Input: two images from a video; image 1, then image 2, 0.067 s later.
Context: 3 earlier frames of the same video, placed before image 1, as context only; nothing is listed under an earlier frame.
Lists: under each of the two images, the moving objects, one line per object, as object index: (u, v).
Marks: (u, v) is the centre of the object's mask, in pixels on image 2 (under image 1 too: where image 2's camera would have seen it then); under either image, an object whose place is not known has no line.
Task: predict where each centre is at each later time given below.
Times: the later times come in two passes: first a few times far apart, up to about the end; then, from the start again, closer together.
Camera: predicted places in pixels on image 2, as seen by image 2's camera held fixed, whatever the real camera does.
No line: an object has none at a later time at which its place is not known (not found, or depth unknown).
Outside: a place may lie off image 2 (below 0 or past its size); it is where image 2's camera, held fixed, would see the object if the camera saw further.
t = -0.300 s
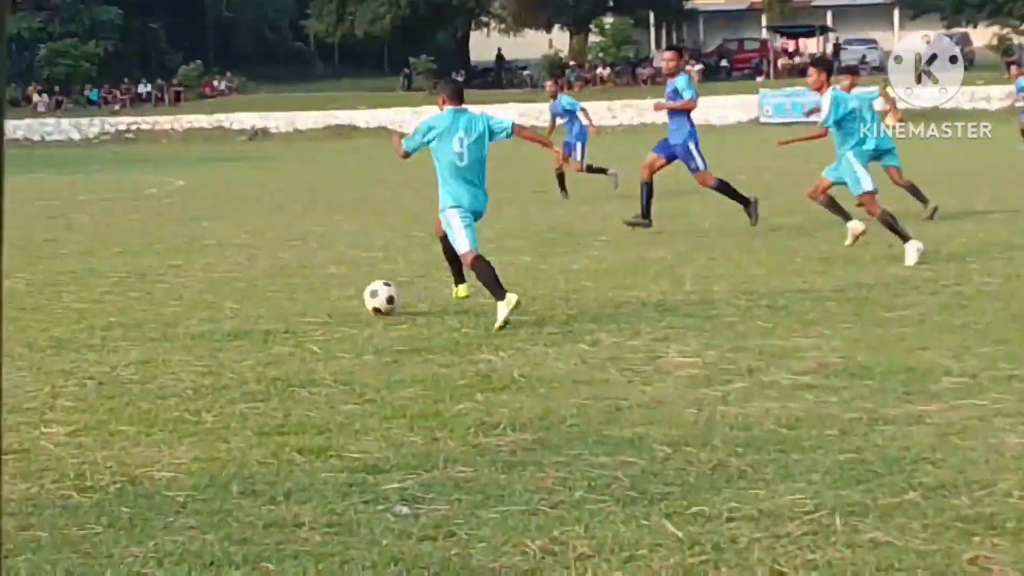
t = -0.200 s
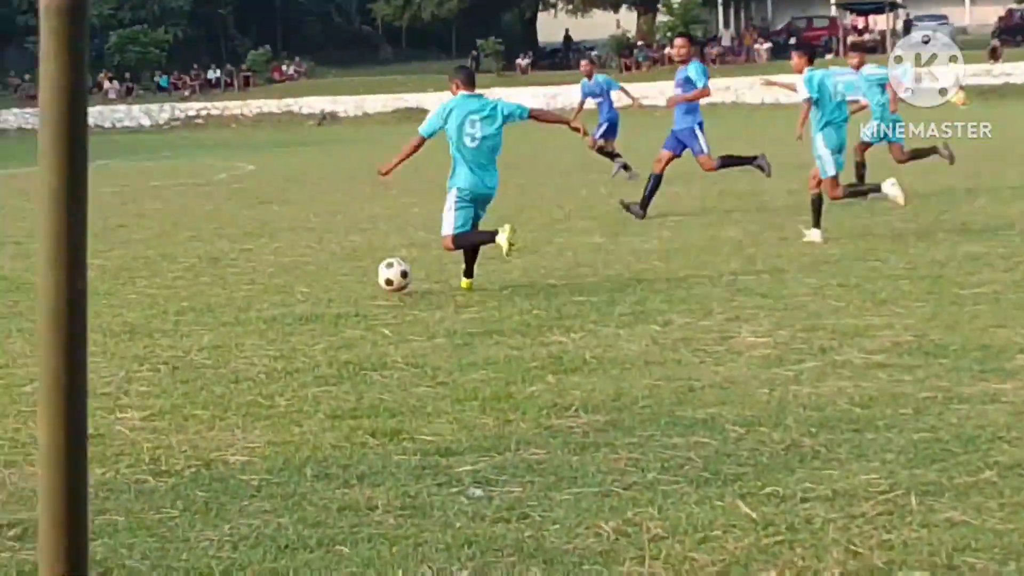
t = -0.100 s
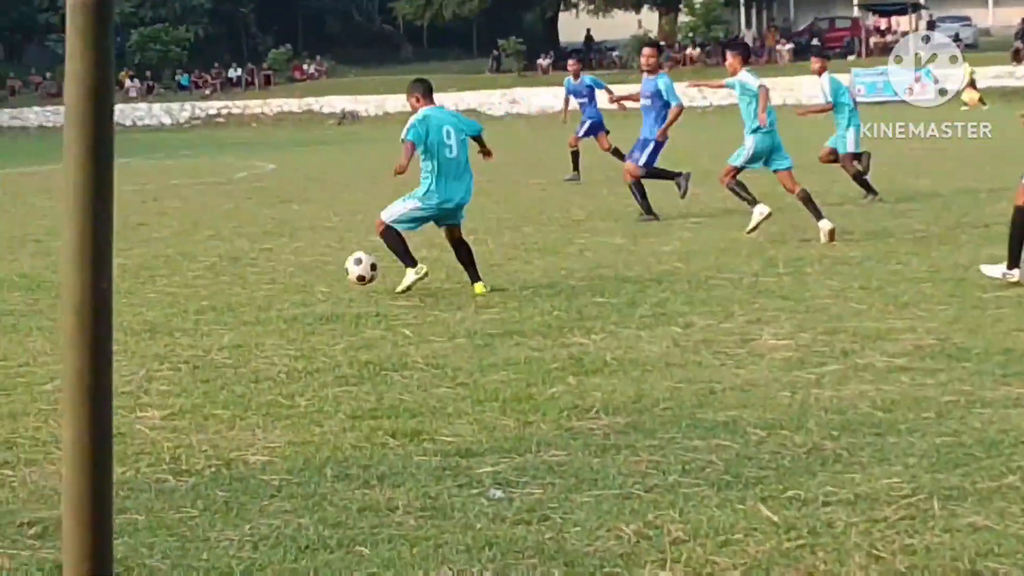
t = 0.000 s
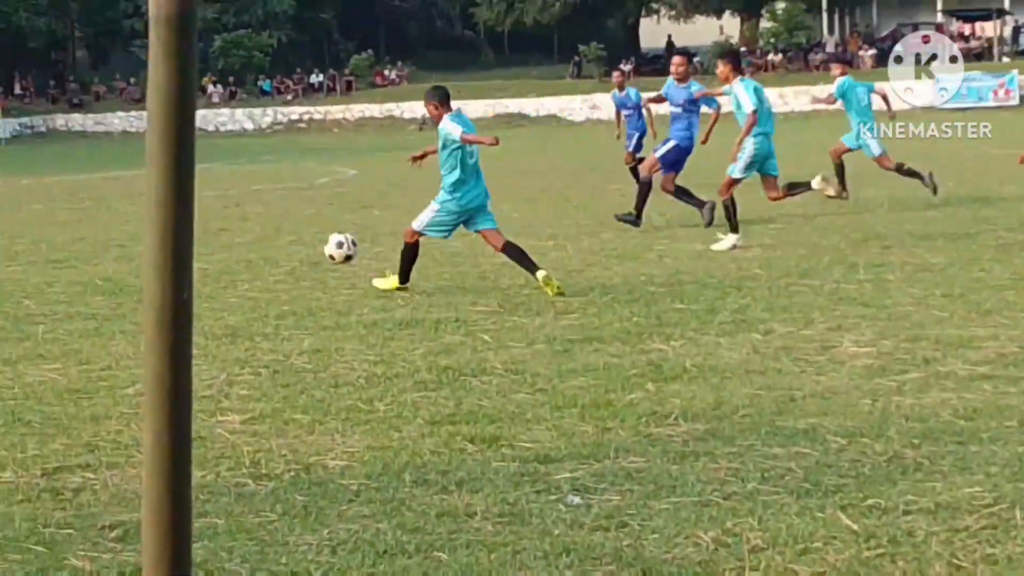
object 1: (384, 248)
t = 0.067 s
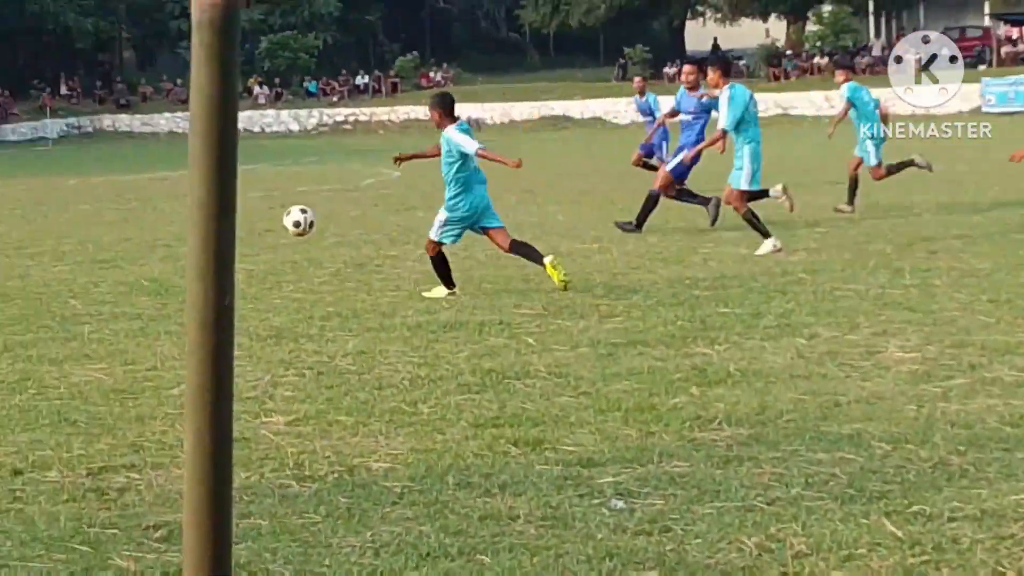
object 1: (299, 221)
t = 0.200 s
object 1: (143, 189)
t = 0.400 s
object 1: (-46, 189)
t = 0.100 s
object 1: (256, 209)
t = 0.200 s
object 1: (143, 189)
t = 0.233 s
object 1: (108, 185)
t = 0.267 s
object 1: (76, 183)
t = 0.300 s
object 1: (45, 182)
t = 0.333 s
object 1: (15, 183)
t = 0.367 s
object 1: (-17, 186)
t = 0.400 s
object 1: (-46, 189)
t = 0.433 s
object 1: (-75, 193)
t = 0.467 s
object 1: (-103, 198)
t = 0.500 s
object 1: (-131, 205)
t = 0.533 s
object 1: (-159, 212)
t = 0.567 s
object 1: (-186, 220)
